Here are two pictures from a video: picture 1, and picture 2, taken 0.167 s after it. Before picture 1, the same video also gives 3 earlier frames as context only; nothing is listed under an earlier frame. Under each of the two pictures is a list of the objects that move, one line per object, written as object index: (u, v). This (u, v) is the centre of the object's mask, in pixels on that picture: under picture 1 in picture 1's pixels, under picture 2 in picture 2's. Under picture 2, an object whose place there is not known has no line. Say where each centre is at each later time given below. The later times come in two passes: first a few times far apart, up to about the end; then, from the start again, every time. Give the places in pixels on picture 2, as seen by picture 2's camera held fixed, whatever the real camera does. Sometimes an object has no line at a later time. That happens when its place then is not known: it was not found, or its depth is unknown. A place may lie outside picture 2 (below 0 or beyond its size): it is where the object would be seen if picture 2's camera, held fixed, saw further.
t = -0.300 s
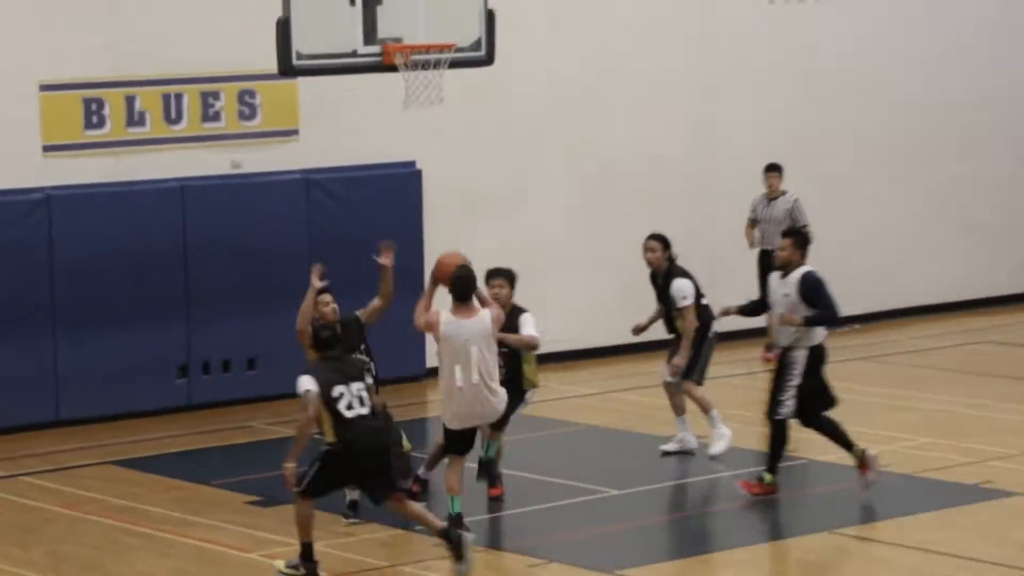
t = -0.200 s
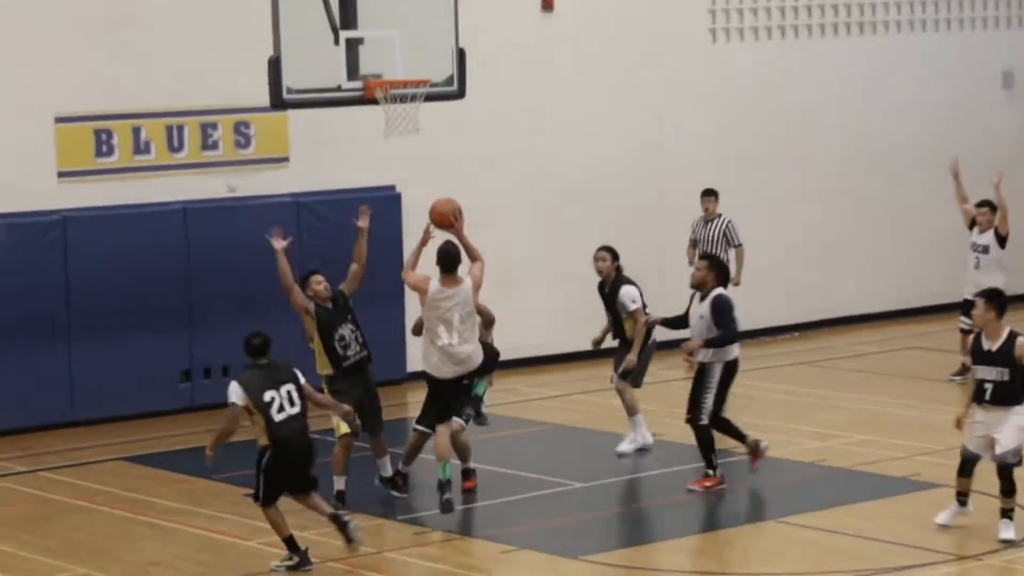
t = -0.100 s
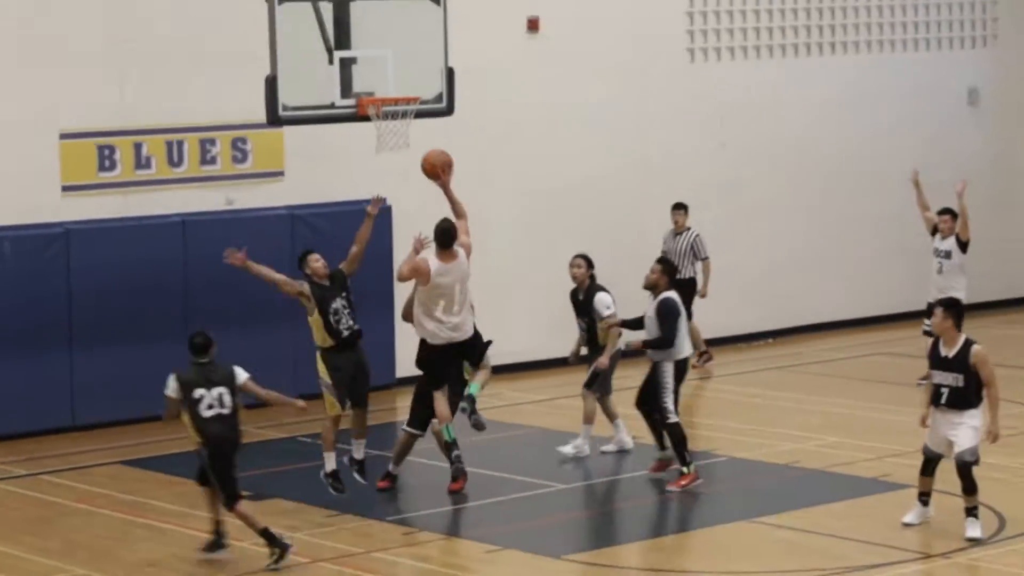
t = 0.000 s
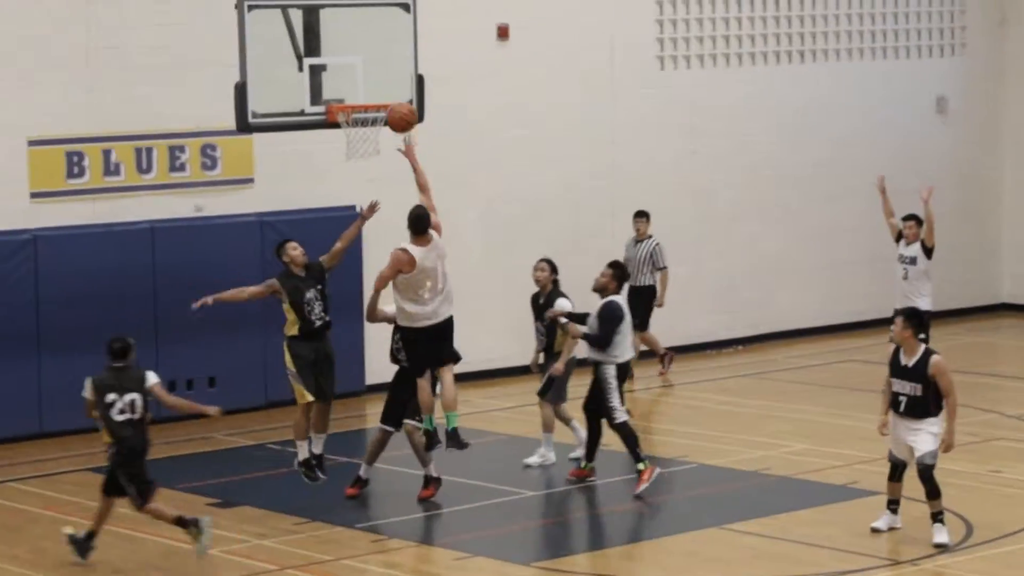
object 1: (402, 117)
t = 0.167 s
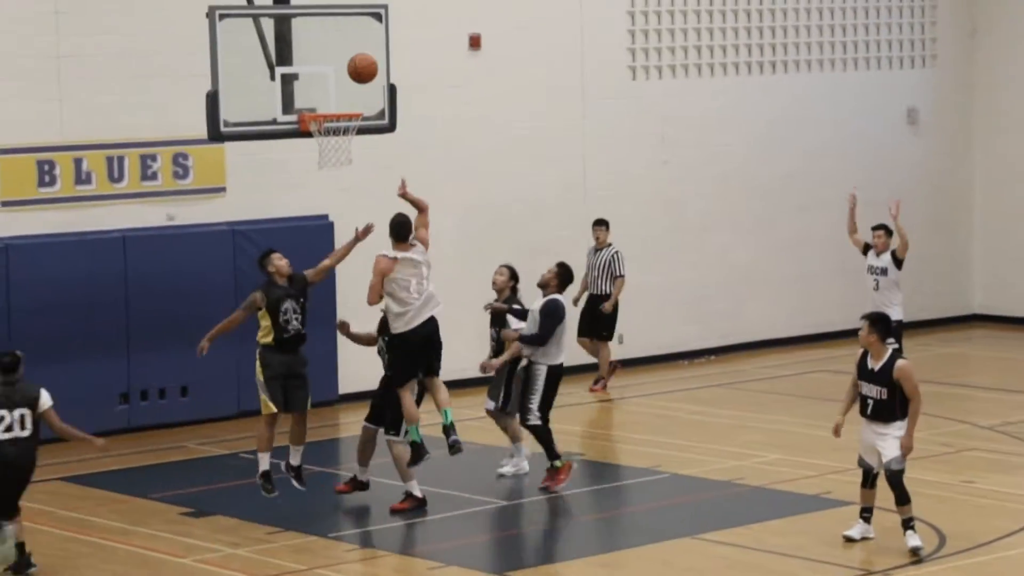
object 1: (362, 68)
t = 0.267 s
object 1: (356, 52)
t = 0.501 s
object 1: (343, 61)
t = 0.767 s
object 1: (327, 100)
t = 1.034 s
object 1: (316, 92)
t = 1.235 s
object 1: (308, 143)
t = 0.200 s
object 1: (361, 61)
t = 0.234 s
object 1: (359, 56)
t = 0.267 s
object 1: (356, 52)
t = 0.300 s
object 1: (354, 49)
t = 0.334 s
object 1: (352, 48)
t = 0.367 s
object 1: (351, 48)
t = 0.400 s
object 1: (349, 49)
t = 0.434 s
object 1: (347, 52)
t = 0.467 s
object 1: (345, 56)
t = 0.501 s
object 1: (343, 61)
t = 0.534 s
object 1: (342, 68)
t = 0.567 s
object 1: (340, 76)
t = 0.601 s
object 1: (339, 85)
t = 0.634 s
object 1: (337, 95)
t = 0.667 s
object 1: (336, 104)
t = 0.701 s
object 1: (334, 103)
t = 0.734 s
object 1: (330, 102)
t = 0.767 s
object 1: (327, 100)
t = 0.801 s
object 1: (326, 95)
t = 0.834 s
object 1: (324, 91)
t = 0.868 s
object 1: (323, 88)
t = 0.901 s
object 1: (322, 86)
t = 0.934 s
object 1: (320, 86)
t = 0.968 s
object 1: (319, 87)
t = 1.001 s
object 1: (317, 89)
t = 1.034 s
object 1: (316, 92)
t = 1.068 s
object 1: (315, 98)
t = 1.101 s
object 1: (313, 104)
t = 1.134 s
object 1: (312, 112)
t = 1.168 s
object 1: (311, 121)
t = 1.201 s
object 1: (309, 129)
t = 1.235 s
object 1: (308, 143)
